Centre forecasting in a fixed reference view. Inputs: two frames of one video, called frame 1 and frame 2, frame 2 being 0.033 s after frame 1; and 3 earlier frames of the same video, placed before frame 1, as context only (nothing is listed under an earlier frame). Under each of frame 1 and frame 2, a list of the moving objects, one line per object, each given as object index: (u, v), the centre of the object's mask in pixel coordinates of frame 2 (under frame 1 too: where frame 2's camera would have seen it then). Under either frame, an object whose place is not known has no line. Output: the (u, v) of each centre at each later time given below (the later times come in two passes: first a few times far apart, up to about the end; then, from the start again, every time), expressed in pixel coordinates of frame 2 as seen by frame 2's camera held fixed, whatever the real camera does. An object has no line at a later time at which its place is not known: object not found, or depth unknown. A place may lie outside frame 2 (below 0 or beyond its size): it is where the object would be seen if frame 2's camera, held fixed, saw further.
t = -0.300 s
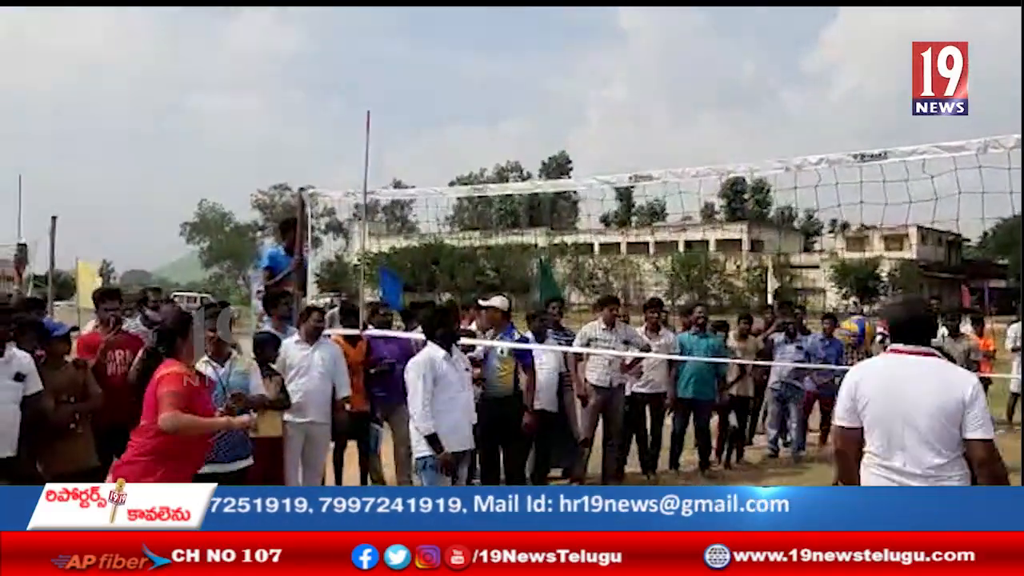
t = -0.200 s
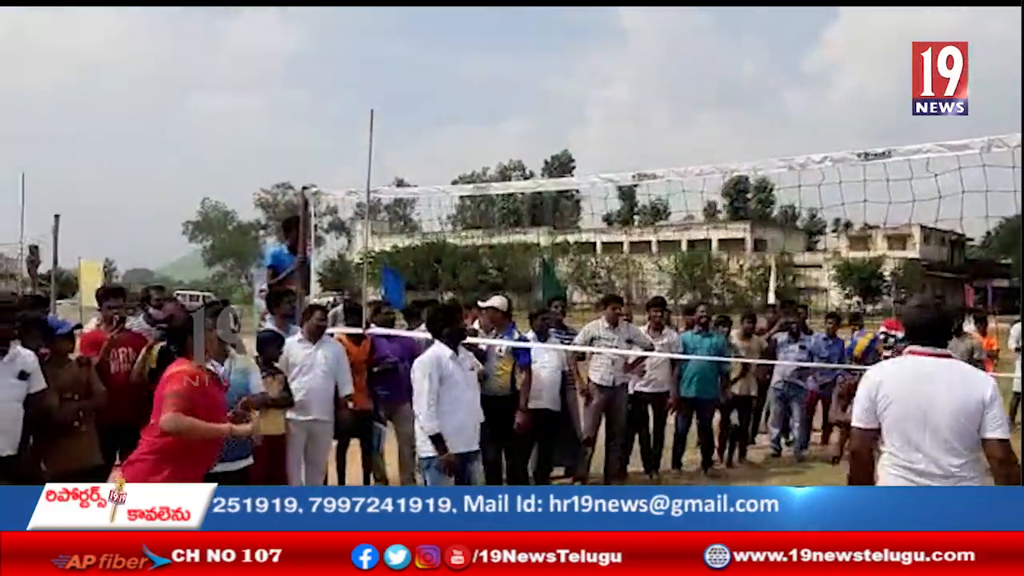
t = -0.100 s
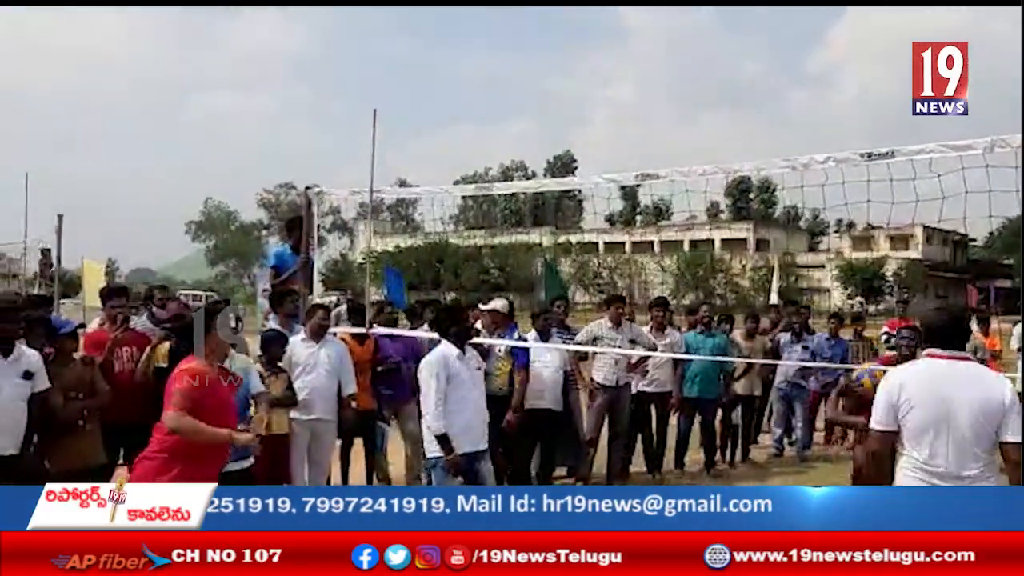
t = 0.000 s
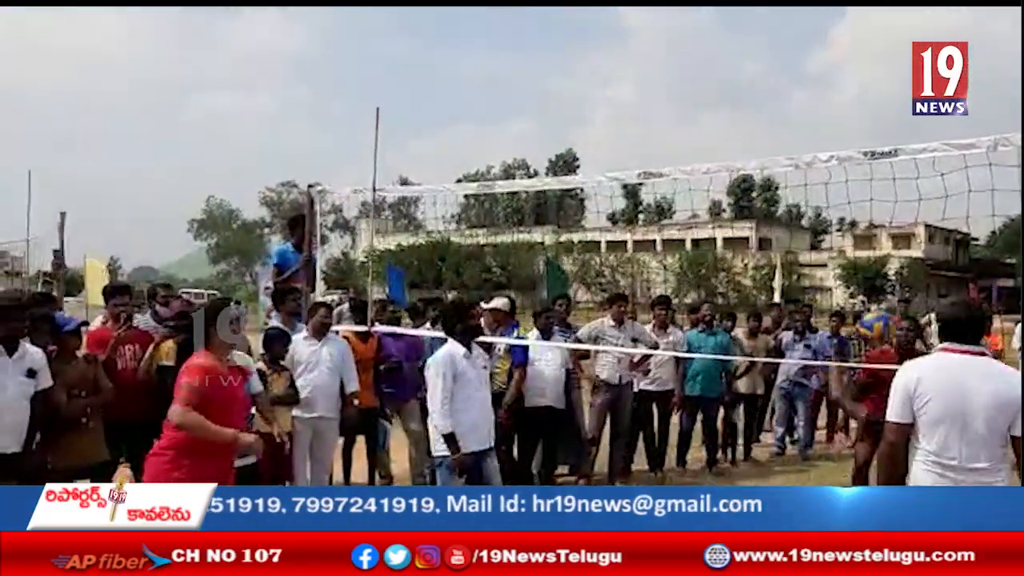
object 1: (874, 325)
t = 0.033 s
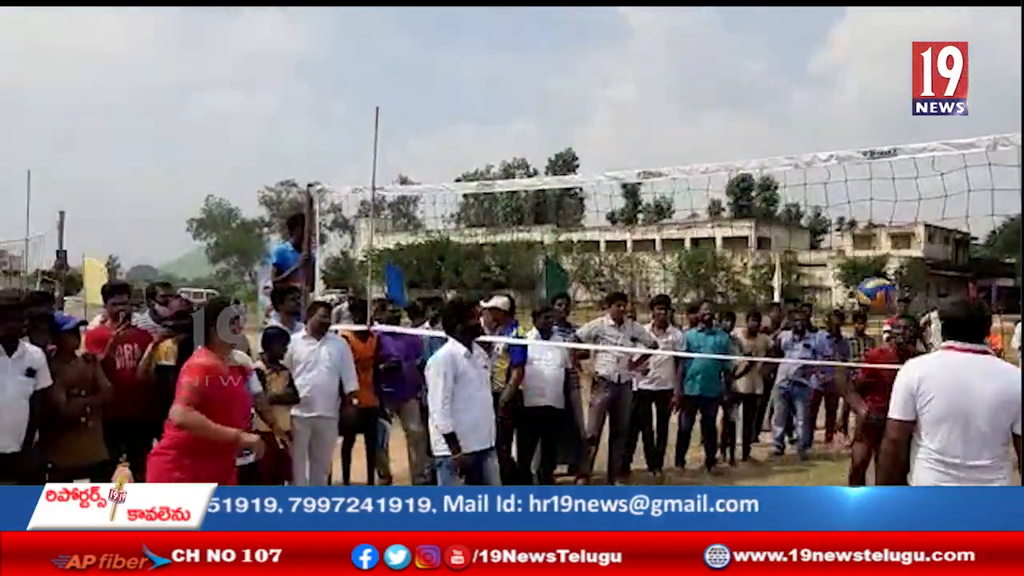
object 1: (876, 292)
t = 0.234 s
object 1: (871, 136)
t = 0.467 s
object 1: (867, 45)
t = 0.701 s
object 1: (861, 41)
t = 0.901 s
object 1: (852, 103)
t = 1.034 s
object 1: (846, 175)
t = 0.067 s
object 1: (874, 265)
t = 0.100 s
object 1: (874, 234)
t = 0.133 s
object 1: (874, 208)
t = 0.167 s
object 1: (872, 183)
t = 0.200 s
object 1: (873, 169)
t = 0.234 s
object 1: (871, 136)
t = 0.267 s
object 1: (871, 121)
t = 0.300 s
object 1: (870, 104)
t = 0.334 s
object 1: (870, 89)
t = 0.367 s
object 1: (869, 75)
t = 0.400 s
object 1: (868, 62)
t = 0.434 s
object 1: (867, 51)
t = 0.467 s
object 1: (867, 45)
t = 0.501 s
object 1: (866, 40)
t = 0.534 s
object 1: (865, 37)
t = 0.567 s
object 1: (865, 35)
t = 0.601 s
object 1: (864, 34)
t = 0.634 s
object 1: (863, 35)
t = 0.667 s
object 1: (862, 35)
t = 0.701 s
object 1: (861, 41)
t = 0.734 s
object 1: (859, 46)
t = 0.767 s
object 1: (858, 54)
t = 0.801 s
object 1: (857, 65)
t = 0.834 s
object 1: (855, 76)
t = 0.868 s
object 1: (853, 89)
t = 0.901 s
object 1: (852, 103)
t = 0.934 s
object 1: (851, 119)
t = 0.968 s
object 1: (849, 135)
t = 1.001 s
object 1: (849, 144)
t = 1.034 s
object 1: (846, 175)
